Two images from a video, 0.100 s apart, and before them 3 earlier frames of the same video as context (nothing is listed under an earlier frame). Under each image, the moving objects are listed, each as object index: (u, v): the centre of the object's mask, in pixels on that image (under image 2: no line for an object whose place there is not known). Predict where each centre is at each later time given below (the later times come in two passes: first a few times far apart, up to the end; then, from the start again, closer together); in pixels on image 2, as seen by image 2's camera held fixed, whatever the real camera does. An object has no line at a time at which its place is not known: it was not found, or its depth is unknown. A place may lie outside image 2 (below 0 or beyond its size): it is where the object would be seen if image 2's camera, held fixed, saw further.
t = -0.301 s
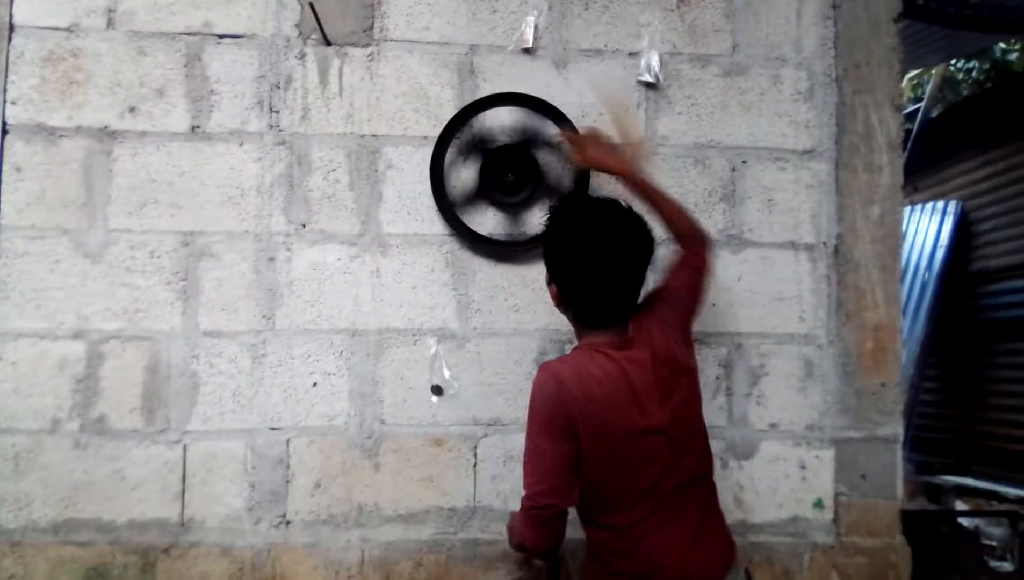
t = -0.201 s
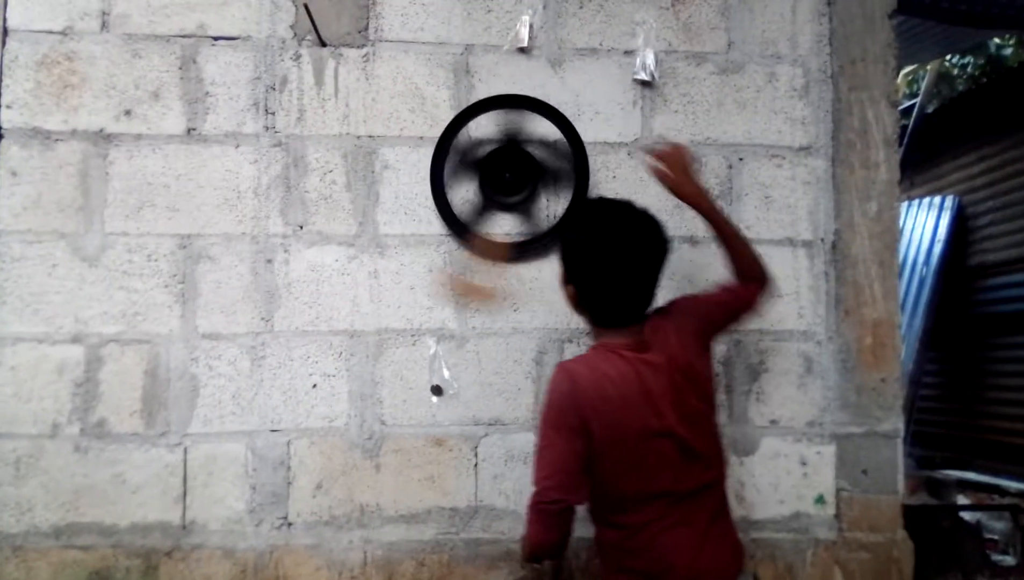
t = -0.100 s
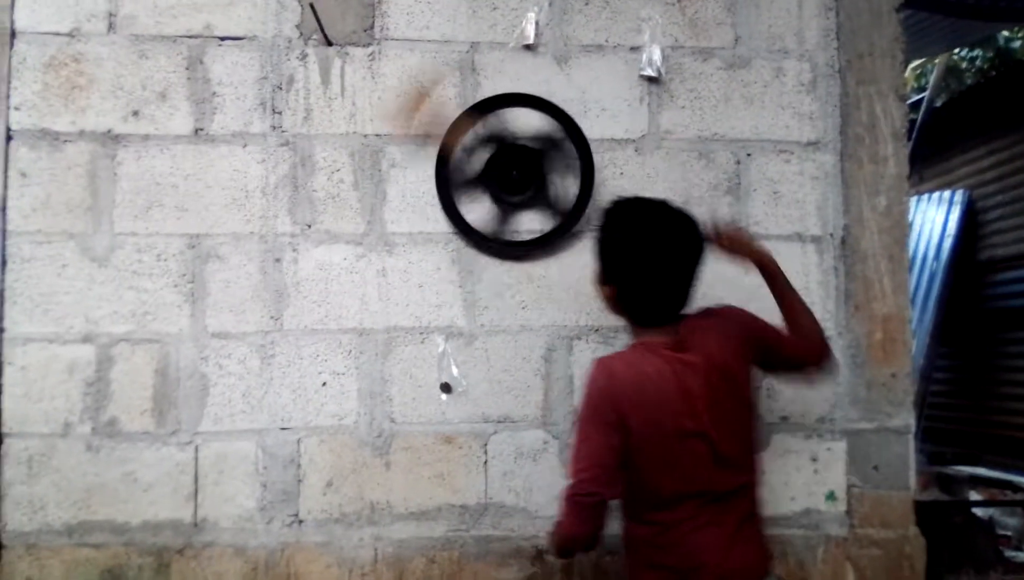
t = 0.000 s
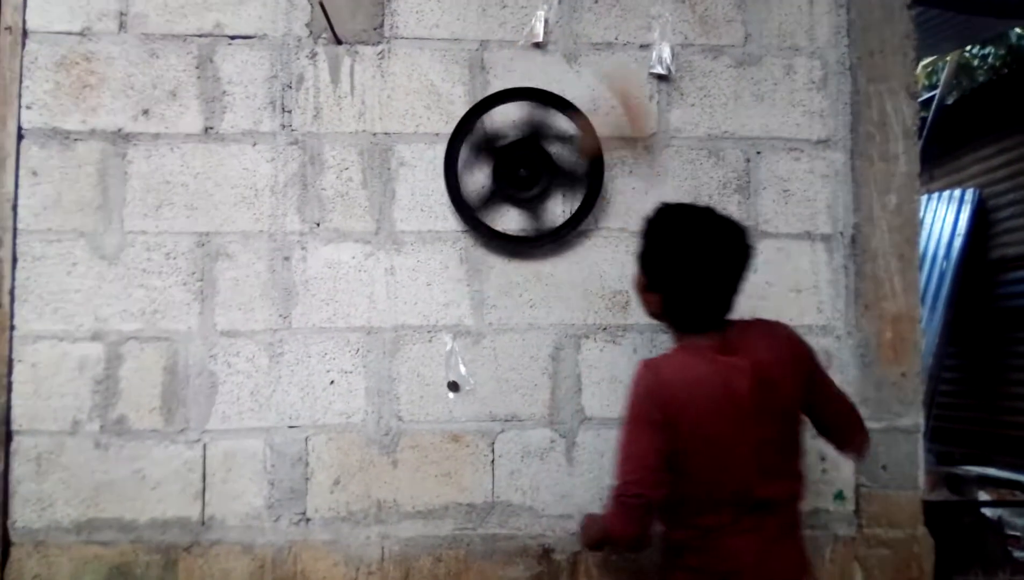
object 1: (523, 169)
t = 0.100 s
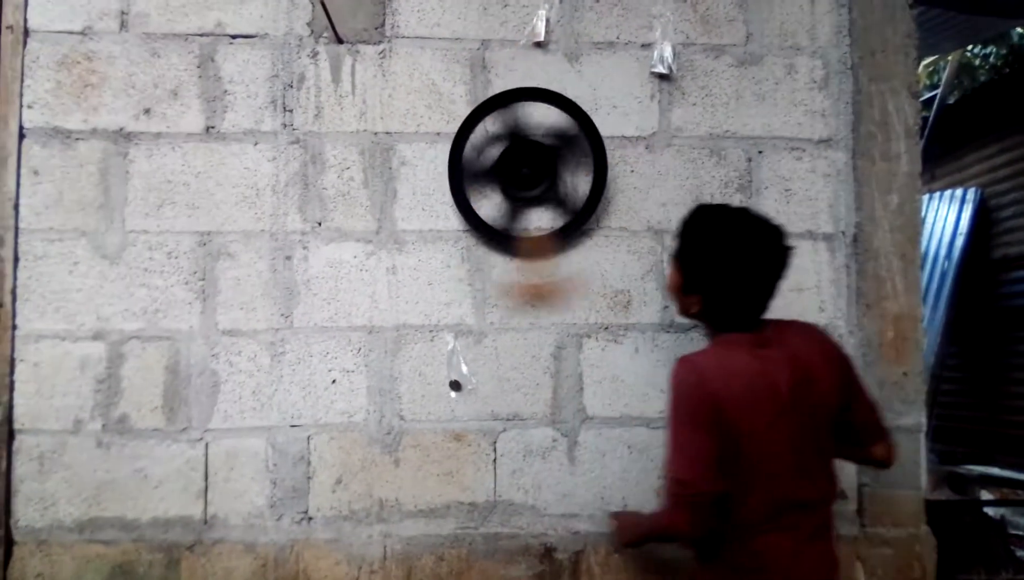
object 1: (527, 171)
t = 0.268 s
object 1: (524, 171)
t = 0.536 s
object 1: (530, 168)
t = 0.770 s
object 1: (525, 169)
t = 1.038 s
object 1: (532, 173)
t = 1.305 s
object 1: (521, 167)
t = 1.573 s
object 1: (532, 171)
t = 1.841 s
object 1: (521, 173)
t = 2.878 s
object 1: (525, 175)
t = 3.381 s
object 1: (525, 175)
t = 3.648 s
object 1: (526, 175)
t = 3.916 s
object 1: (526, 175)
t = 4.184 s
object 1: (526, 175)
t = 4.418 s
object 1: (525, 175)
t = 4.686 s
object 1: (525, 176)
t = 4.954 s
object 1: (524, 176)
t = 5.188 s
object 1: (525, 176)
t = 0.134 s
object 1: (527, 161)
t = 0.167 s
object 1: (527, 171)
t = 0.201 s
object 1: (526, 172)
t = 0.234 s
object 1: (525, 172)
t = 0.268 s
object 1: (524, 171)
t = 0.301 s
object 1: (524, 170)
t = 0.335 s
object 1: (524, 169)
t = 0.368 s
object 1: (525, 169)
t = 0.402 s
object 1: (527, 169)
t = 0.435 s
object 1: (524, 165)
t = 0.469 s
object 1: (527, 170)
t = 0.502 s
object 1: (530, 165)
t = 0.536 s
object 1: (530, 168)
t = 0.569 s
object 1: (531, 171)
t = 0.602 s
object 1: (526, 182)
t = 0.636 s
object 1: (528, 176)
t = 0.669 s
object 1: (523, 170)
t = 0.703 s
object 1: (522, 175)
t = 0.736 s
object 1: (524, 169)
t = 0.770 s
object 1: (525, 169)
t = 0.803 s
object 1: (521, 167)
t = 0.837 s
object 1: (524, 165)
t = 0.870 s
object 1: (526, 164)
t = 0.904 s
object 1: (528, 164)
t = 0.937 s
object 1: (530, 166)
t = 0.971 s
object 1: (531, 168)
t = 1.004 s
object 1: (532, 171)
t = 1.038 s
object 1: (532, 173)
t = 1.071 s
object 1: (530, 176)
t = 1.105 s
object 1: (527, 176)
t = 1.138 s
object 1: (525, 176)
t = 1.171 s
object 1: (523, 175)
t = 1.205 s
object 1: (521, 174)
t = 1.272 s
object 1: (520, 168)
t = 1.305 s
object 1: (521, 167)
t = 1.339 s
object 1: (523, 167)
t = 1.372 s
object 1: (525, 165)
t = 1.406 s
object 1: (526, 164)
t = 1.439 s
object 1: (528, 165)
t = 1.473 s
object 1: (530, 166)
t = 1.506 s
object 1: (530, 168)
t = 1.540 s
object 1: (531, 170)
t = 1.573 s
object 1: (532, 171)
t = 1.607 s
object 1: (531, 173)
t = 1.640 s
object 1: (530, 175)
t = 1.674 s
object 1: (528, 176)
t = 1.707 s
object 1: (526, 176)
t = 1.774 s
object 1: (523, 175)
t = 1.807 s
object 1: (522, 175)
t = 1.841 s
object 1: (521, 173)
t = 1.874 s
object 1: (520, 172)
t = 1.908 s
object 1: (520, 171)
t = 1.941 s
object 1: (520, 170)
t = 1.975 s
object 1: (520, 168)
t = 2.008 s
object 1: (521, 167)
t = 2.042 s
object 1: (522, 166)
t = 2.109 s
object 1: (525, 165)
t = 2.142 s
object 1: (525, 165)
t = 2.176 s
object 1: (526, 164)
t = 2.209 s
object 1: (527, 165)
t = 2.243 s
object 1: (528, 165)
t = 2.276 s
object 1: (529, 166)
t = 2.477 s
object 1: (531, 171)
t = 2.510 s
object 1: (530, 172)
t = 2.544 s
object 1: (530, 173)
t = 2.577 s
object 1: (529, 173)
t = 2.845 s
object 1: (526, 175)
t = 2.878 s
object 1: (525, 175)
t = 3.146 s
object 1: (525, 175)
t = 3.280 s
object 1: (525, 175)
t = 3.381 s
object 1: (525, 175)
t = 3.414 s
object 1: (525, 175)
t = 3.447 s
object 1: (526, 175)
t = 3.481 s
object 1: (526, 175)
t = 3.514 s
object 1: (526, 175)
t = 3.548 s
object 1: (526, 175)
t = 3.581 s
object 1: (525, 175)
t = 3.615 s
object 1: (526, 175)
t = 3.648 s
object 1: (526, 175)
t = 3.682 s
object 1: (526, 175)
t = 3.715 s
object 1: (526, 175)
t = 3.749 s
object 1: (525, 175)
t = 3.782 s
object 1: (525, 175)
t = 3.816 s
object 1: (526, 175)
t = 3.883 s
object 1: (526, 175)
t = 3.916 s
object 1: (526, 175)
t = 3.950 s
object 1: (526, 175)
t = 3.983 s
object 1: (526, 175)
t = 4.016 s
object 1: (526, 175)
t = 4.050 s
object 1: (526, 175)
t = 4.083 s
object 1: (526, 175)
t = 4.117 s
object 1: (526, 175)
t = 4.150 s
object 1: (526, 175)
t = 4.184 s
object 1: (526, 175)
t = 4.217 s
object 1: (526, 175)
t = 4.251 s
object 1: (526, 175)
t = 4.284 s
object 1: (526, 175)
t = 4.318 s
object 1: (525, 175)
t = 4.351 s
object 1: (525, 175)
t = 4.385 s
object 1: (525, 175)
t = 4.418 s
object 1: (525, 175)
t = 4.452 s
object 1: (526, 175)
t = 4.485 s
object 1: (526, 175)
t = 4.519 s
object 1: (525, 176)
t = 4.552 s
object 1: (525, 176)
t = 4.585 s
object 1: (525, 176)
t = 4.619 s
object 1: (525, 176)
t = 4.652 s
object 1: (525, 176)
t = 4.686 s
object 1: (525, 176)
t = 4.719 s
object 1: (525, 176)
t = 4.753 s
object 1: (525, 176)
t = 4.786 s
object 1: (525, 176)
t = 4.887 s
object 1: (525, 176)
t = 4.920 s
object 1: (524, 176)
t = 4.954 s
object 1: (524, 176)
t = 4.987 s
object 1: (524, 176)
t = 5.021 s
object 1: (524, 176)
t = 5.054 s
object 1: (525, 175)
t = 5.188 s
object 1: (525, 176)
